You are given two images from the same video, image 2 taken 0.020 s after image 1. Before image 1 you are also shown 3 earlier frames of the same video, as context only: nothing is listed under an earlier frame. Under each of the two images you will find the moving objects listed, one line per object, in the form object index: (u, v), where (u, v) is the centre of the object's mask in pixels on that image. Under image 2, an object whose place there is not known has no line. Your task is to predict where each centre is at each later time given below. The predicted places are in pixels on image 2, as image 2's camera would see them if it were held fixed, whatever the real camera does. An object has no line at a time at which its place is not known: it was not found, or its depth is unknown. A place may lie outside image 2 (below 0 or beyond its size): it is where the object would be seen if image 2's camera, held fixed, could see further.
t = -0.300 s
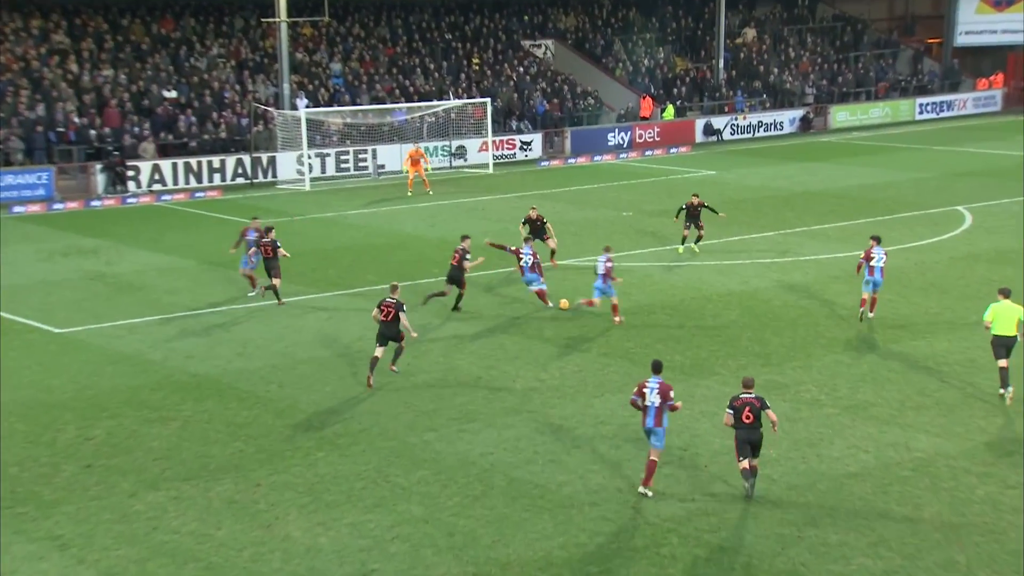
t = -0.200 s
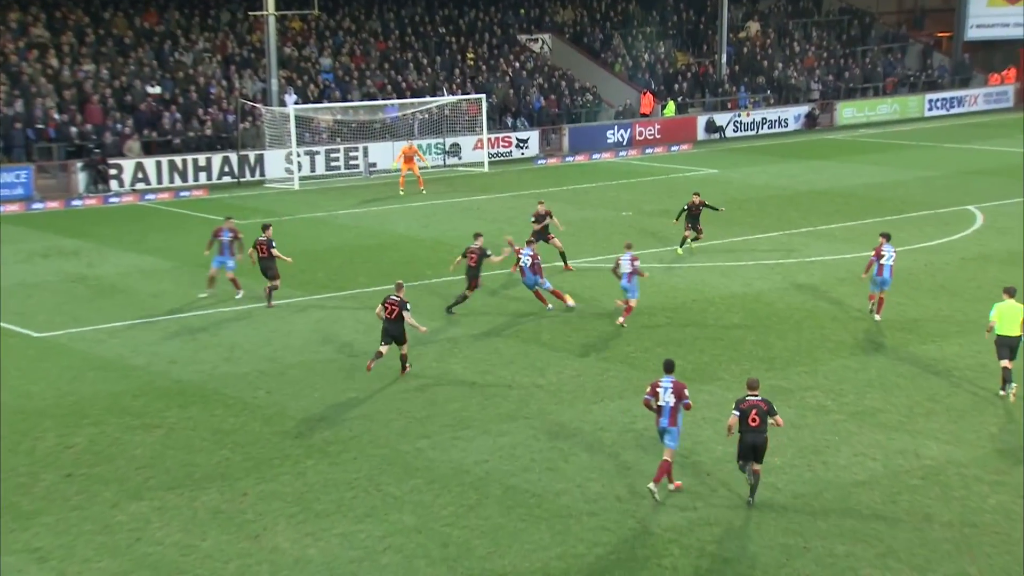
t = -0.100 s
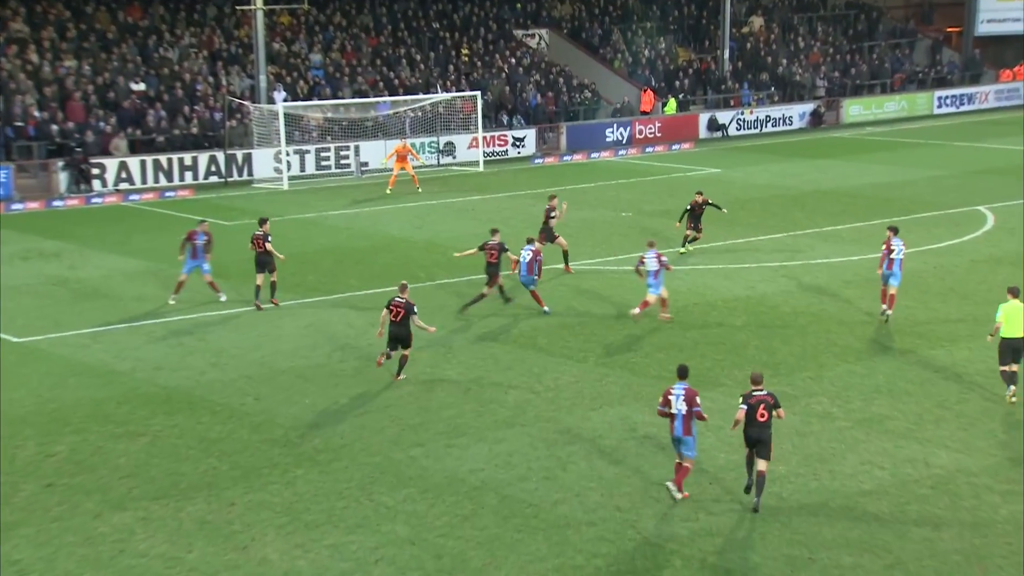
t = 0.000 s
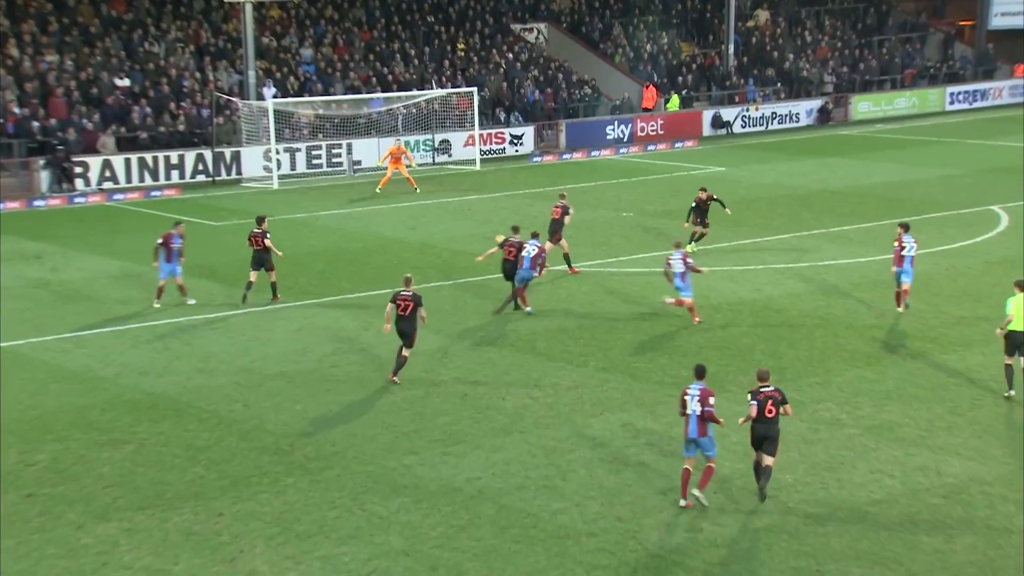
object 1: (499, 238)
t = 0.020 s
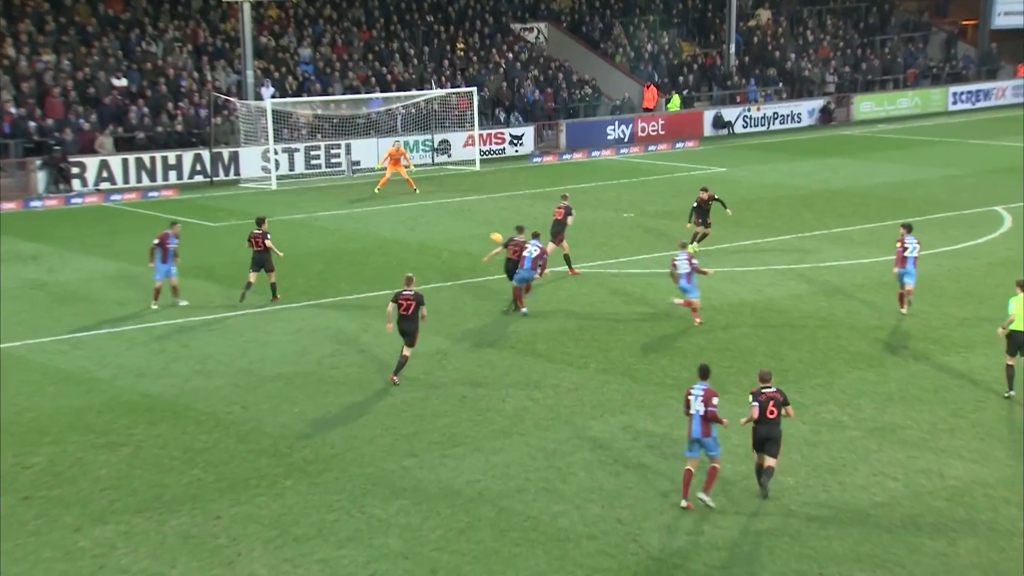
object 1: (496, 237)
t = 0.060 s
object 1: (485, 231)
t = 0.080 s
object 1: (480, 229)
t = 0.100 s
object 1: (474, 225)
